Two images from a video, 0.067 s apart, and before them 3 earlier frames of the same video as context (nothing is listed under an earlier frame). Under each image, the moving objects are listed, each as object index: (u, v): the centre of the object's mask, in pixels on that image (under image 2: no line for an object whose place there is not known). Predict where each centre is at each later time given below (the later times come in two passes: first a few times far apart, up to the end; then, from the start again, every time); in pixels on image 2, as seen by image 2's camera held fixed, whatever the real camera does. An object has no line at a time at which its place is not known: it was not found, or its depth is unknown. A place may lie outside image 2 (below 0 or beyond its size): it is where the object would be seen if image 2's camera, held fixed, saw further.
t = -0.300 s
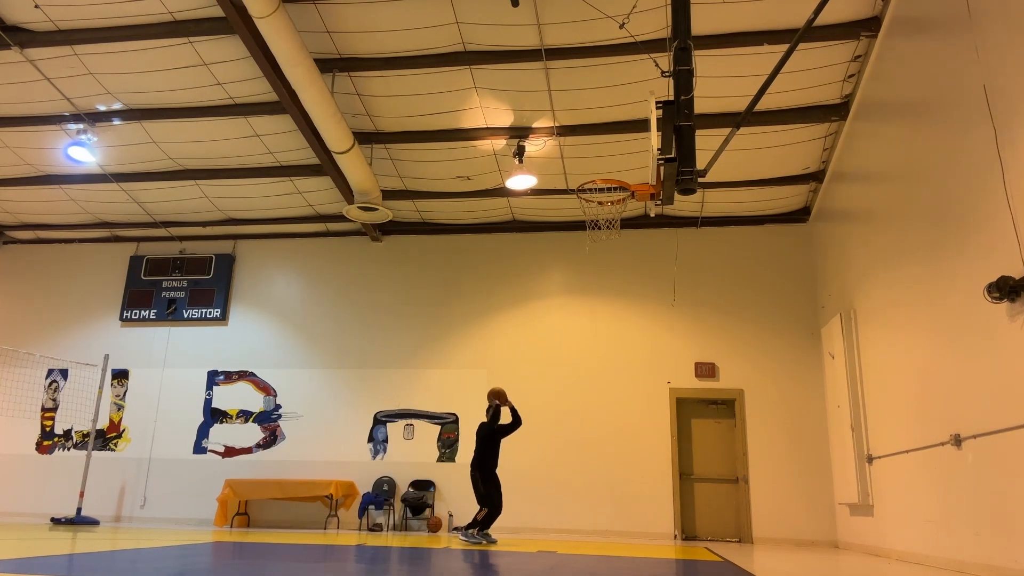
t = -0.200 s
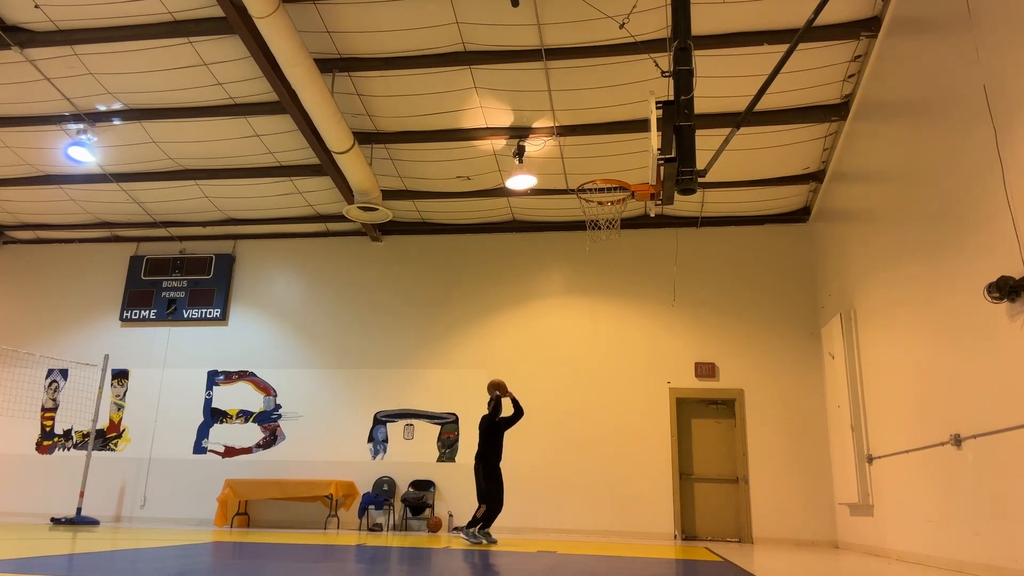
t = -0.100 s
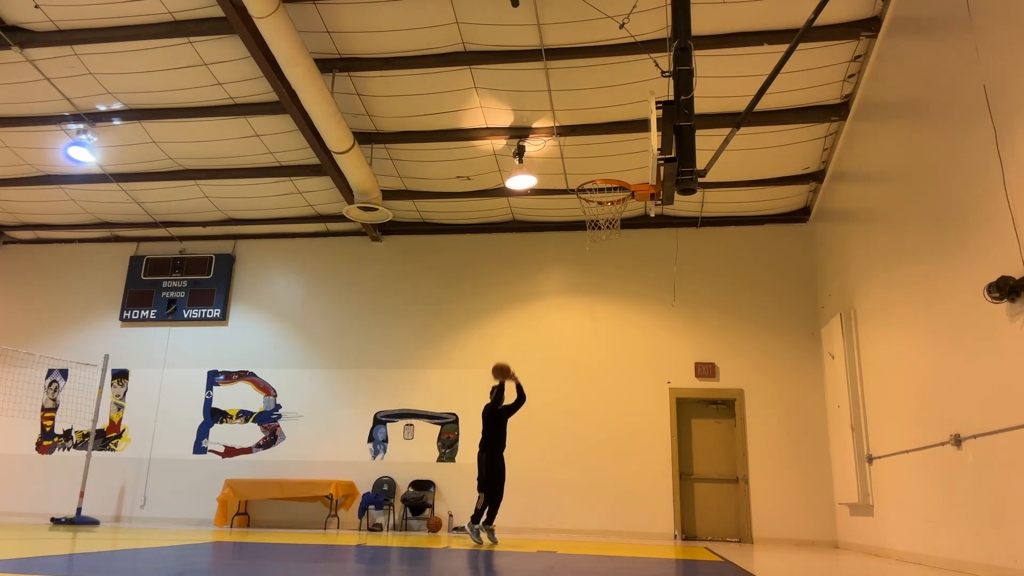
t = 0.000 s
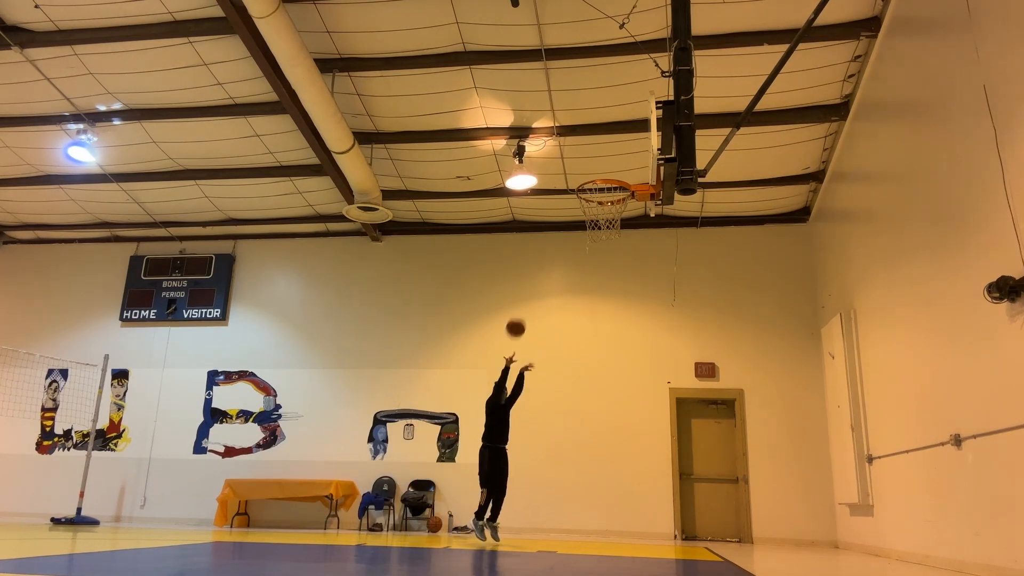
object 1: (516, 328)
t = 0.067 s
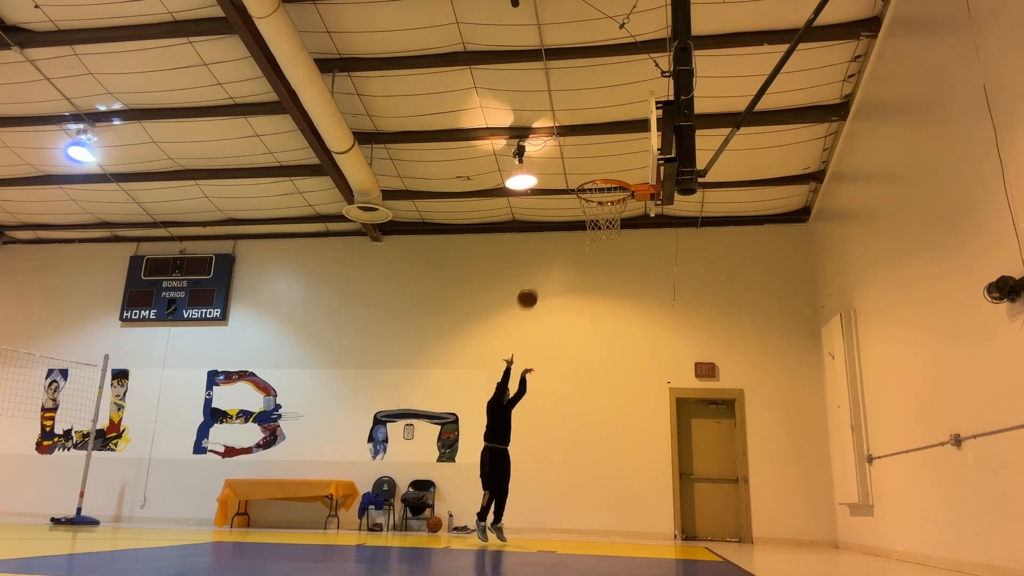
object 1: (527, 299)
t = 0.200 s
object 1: (552, 247)
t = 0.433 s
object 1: (600, 176)
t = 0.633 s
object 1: (625, 166)
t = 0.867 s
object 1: (610, 196)
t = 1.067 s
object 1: (604, 236)
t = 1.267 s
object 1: (589, 318)
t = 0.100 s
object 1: (533, 285)
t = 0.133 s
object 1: (540, 271)
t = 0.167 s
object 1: (546, 259)
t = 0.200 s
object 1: (552, 247)
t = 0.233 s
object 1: (559, 235)
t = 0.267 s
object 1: (565, 226)
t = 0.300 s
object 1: (571, 217)
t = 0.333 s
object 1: (578, 207)
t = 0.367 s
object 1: (585, 199)
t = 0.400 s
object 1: (592, 192)
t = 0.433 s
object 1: (600, 176)
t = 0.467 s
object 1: (609, 173)
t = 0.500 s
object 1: (616, 171)
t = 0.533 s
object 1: (625, 168)
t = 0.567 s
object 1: (632, 165)
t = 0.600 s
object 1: (632, 164)
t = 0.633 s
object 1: (625, 166)
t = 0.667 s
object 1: (618, 168)
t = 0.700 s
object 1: (611, 170)
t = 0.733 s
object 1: (602, 175)
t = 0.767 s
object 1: (594, 182)
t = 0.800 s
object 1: (590, 188)
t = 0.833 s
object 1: (600, 193)
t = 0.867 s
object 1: (610, 196)
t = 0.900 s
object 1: (618, 200)
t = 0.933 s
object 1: (618, 203)
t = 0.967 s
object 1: (620, 204)
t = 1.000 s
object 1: (603, 222)
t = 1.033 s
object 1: (604, 228)
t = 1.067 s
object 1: (604, 236)
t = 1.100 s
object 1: (603, 246)
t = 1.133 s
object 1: (600, 258)
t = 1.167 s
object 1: (597, 271)
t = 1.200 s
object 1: (594, 284)
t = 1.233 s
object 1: (591, 300)
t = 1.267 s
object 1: (589, 318)
